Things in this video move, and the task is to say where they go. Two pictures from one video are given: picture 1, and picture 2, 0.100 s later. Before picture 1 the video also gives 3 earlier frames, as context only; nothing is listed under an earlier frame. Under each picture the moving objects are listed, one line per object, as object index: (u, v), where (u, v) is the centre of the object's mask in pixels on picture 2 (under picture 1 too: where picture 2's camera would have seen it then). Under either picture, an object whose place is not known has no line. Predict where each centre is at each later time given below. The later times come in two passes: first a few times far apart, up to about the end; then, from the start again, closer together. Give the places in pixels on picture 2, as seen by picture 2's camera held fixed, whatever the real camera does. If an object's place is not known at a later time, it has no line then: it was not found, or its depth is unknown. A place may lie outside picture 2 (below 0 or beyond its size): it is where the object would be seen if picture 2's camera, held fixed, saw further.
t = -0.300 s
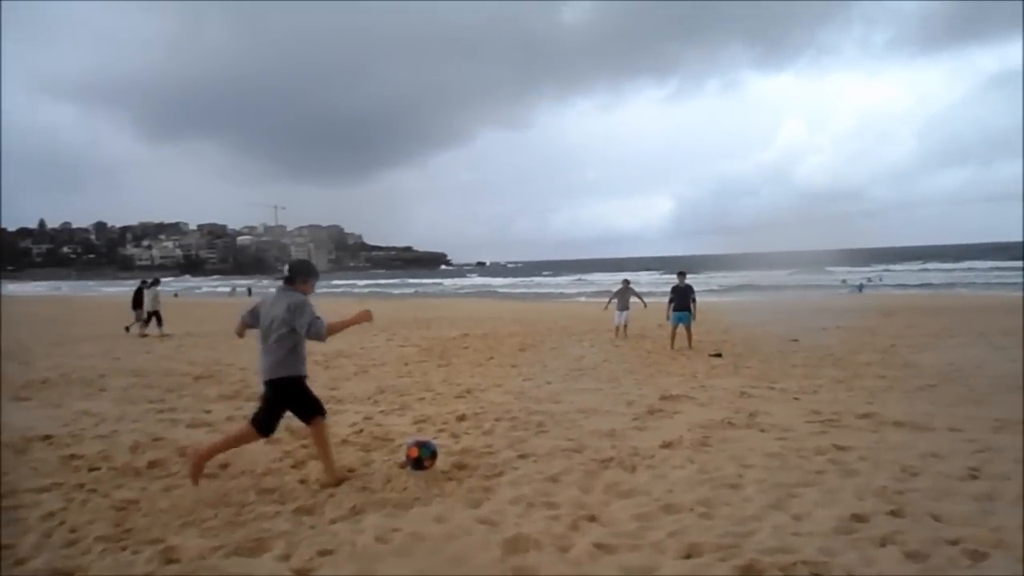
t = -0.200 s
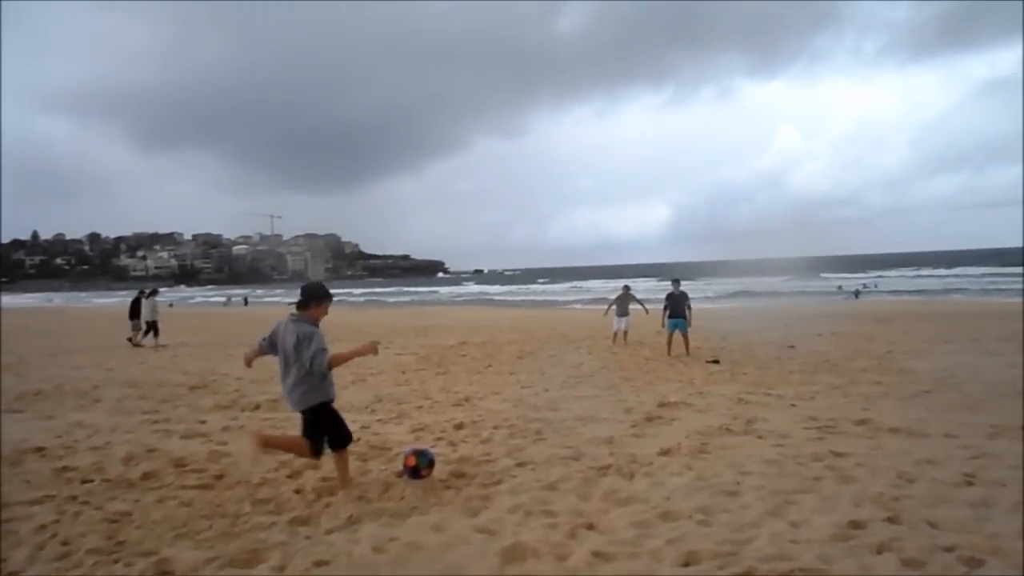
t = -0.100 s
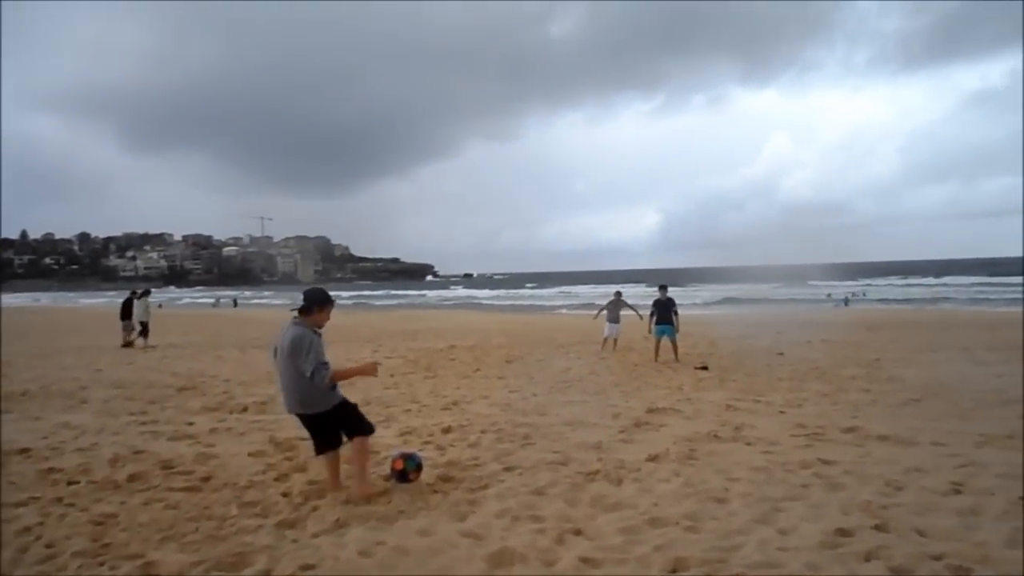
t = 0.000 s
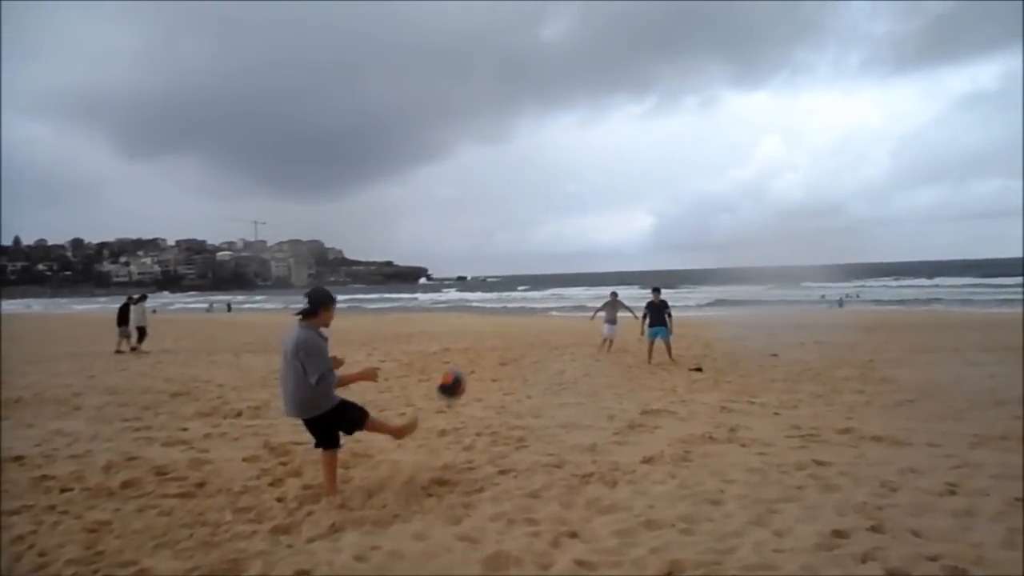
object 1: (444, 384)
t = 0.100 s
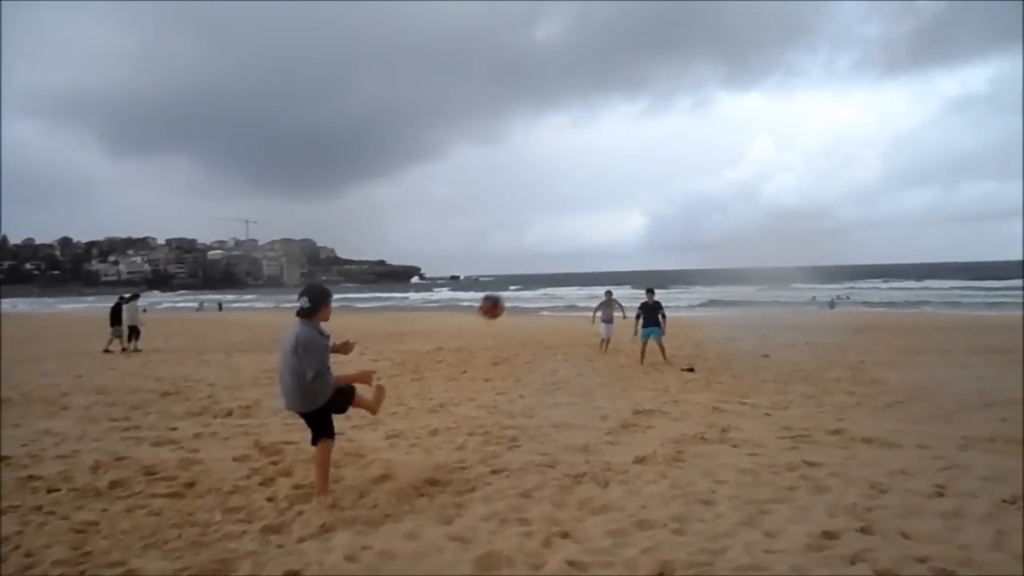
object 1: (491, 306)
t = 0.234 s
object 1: (538, 241)
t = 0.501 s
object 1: (593, 192)
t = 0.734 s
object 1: (616, 196)
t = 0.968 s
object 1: (629, 230)
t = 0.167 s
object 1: (516, 270)
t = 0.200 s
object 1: (527, 255)
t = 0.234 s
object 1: (538, 241)
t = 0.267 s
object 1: (548, 230)
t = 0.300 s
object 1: (556, 220)
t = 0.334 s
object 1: (563, 213)
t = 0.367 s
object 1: (569, 206)
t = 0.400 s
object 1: (576, 201)
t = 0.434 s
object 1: (582, 197)
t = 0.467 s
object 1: (588, 194)
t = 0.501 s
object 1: (593, 192)
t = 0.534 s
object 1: (597, 190)
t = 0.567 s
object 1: (602, 190)
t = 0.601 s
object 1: (605, 190)
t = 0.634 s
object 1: (609, 190)
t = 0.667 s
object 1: (611, 192)
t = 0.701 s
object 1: (613, 194)
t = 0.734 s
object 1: (616, 196)
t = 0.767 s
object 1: (618, 200)
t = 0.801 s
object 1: (621, 204)
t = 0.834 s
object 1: (623, 208)
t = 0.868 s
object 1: (624, 213)
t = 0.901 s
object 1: (626, 218)
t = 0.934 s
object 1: (627, 223)
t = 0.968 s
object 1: (629, 230)
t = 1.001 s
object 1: (631, 236)
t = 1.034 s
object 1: (632, 243)
